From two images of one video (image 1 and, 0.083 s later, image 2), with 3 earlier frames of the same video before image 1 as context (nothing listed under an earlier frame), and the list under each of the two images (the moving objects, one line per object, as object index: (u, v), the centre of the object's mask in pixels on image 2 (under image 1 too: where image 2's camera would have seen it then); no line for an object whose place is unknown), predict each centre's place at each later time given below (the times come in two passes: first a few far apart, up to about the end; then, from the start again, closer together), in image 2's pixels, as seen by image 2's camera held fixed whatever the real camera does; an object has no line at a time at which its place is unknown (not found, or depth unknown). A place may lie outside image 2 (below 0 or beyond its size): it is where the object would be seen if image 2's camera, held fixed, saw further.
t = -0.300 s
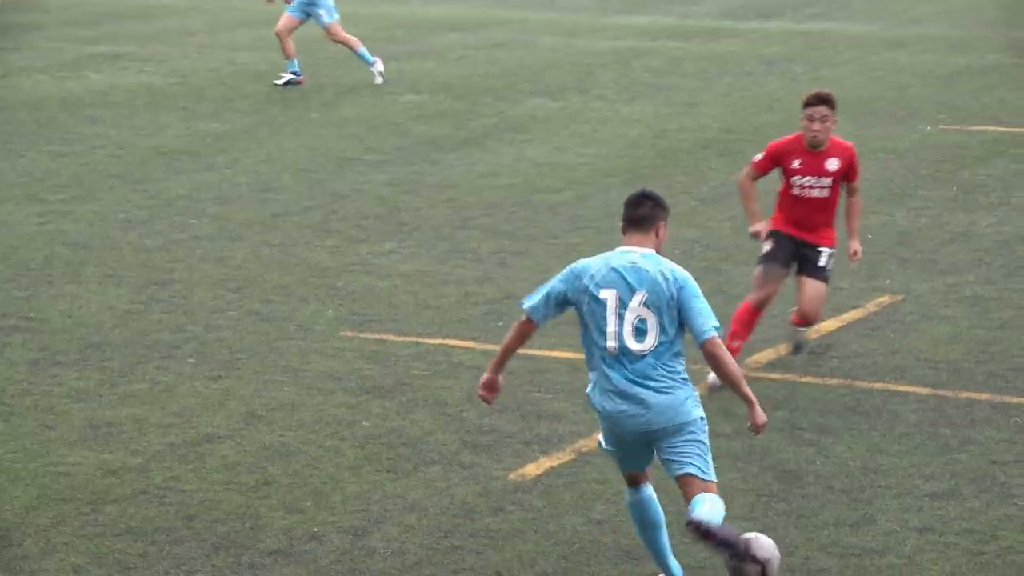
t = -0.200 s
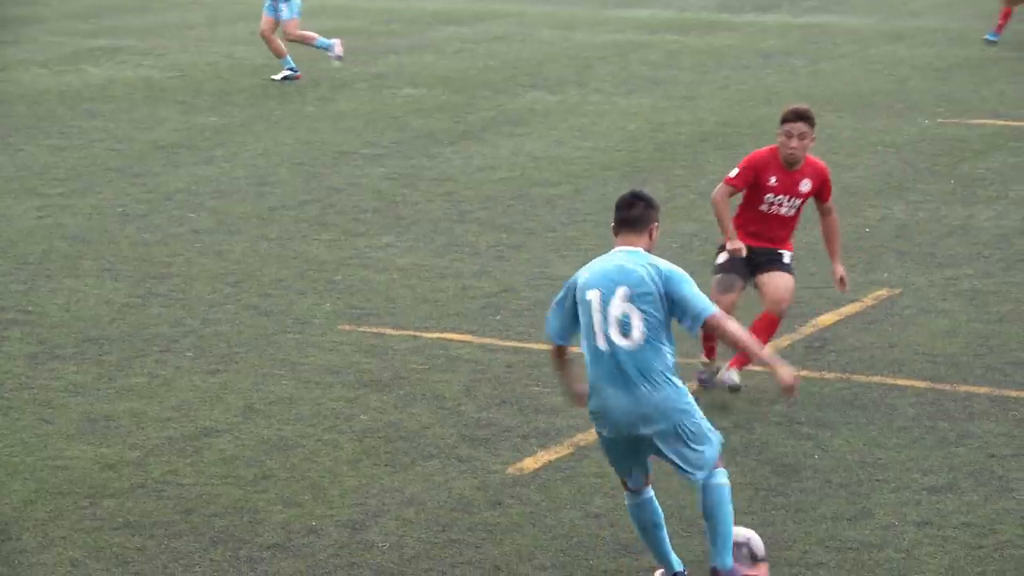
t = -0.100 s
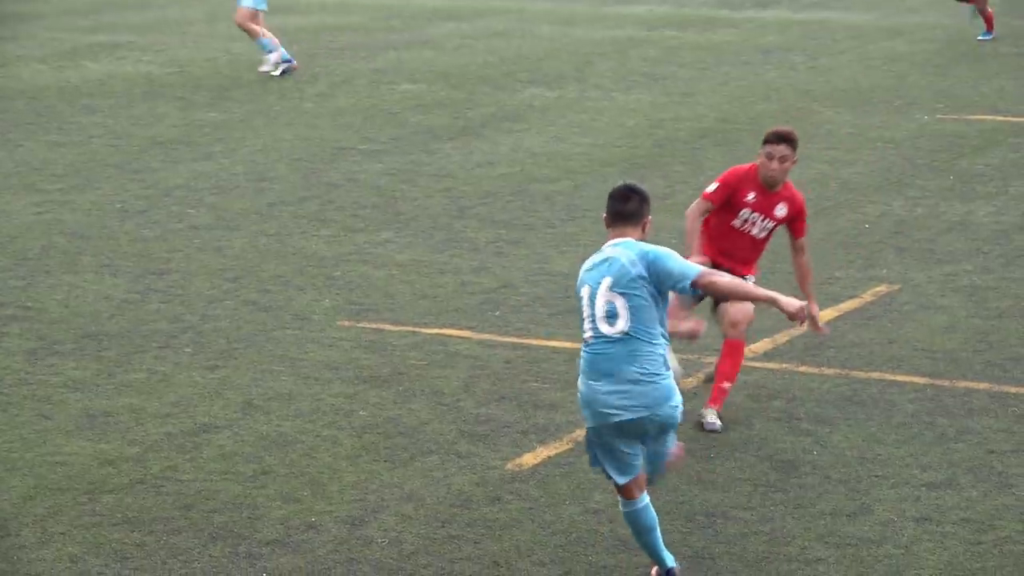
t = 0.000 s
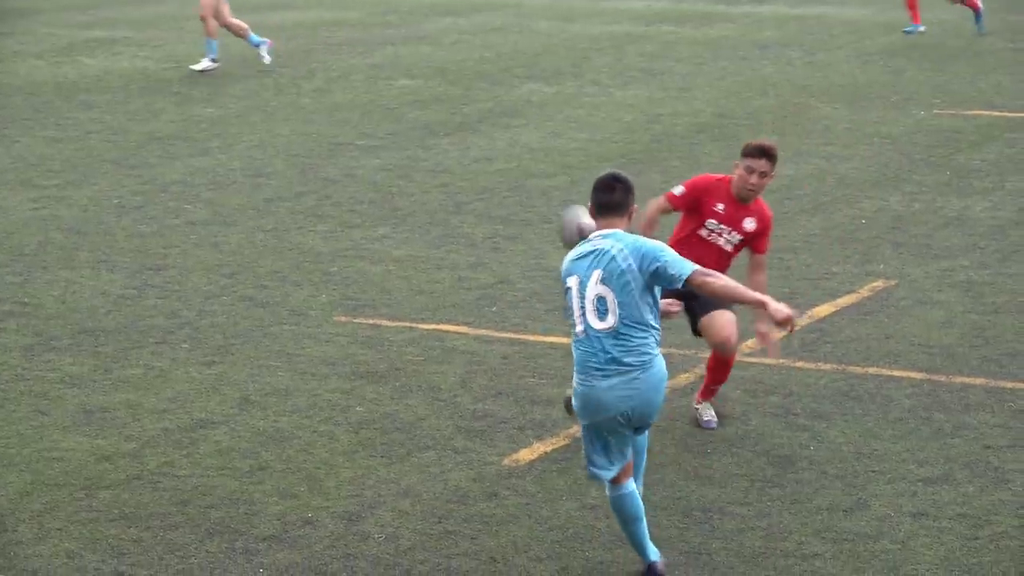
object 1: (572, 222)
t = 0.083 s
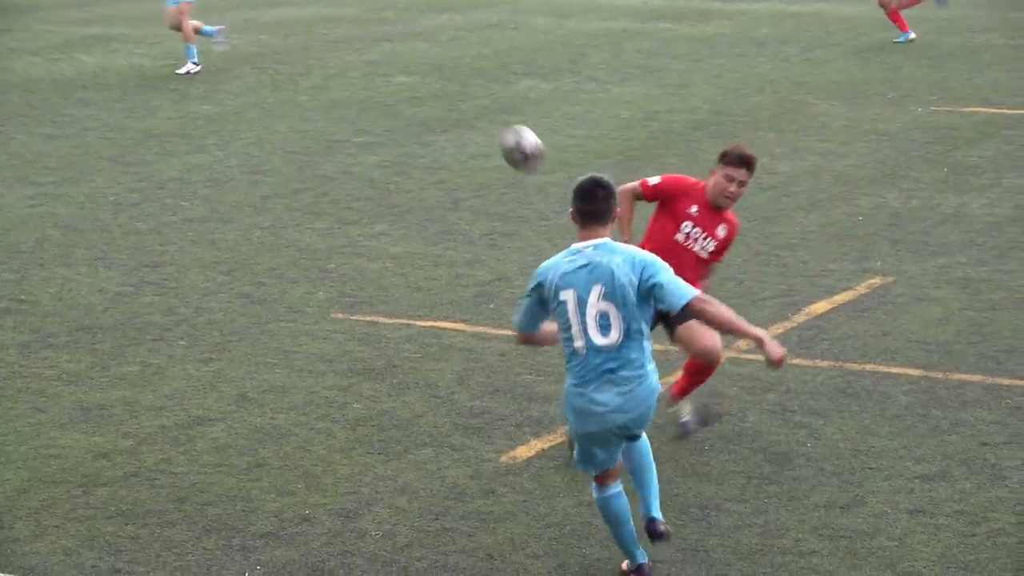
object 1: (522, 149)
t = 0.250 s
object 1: (424, 49)
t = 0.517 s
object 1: (287, 1)
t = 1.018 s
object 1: (87, 25)
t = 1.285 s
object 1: (13, -31)
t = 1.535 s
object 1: (-50, -12)
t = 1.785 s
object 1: (-107, 2)
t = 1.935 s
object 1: (-140, -15)
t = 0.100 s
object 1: (510, 134)
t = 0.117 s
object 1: (502, 123)
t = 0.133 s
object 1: (492, 111)
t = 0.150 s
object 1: (481, 100)
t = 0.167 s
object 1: (471, 90)
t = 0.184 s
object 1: (462, 81)
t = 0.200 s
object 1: (452, 71)
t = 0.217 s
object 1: (442, 64)
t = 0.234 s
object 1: (433, 56)
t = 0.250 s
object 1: (424, 49)
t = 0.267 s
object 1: (414, 43)
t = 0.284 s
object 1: (406, 37)
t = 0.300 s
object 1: (396, 31)
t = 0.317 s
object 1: (387, 26)
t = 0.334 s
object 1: (379, 21)
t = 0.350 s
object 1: (370, 17)
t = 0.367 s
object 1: (361, 14)
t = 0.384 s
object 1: (352, 11)
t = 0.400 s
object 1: (344, 9)
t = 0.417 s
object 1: (336, 6)
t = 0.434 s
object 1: (328, 4)
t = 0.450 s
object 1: (319, 3)
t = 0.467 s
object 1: (312, 2)
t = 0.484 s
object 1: (304, 1)
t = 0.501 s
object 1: (296, 1)
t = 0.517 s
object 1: (287, 1)
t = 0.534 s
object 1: (279, 1)
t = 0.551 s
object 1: (271, 2)
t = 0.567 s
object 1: (264, 4)
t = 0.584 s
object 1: (256, 5)
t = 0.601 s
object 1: (249, 7)
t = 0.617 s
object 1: (242, 8)
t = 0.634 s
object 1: (235, 11)
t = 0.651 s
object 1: (228, 13)
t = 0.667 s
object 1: (220, 16)
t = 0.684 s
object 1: (213, 18)
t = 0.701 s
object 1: (205, 21)
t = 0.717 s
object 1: (199, 25)
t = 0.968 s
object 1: (102, 46)
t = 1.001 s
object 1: (92, 32)
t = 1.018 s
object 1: (87, 25)
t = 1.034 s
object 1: (83, 20)
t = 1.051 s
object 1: (78, 14)
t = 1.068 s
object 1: (72, 8)
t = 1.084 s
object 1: (68, 3)
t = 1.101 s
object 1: (64, -1)
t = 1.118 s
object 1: (58, -6)
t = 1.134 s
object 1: (54, -10)
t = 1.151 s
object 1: (50, -13)
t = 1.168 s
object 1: (45, -16)
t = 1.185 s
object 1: (41, -20)
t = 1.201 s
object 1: (36, -22)
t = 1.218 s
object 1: (31, -25)
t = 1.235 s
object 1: (27, -27)
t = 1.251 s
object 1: (22, -28)
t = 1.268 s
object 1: (18, -30)
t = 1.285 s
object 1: (13, -31)
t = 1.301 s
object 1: (9, -32)
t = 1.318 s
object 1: (5, -32)
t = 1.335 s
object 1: (0, -32)
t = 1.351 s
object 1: (-3, -32)
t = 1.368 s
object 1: (-9, -32)
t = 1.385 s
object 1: (-13, -31)
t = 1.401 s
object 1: (-18, -30)
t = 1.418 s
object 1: (-21, -29)
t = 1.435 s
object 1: (-25, -27)
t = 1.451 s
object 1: (-29, -25)
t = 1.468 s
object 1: (-34, -23)
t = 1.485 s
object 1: (-38, -21)
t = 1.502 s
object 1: (-41, -19)
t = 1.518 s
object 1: (-45, -15)
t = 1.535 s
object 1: (-50, -12)
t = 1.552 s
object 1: (-53, -9)
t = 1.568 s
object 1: (-58, -6)
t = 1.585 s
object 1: (-60, -1)
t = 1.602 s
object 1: (-63, 3)
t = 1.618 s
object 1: (-69, 8)
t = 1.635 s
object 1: (-71, 12)
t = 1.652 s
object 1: (-75, 17)
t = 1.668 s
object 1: (-79, 23)
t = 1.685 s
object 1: (-83, 25)
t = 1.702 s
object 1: (-87, 21)
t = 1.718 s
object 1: (-92, 16)
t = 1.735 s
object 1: (-95, 12)
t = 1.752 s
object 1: (-99, 8)
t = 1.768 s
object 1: (-102, 5)
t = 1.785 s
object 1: (-107, 2)
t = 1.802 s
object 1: (-111, -2)
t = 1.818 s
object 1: (-114, -4)
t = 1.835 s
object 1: (-118, -7)
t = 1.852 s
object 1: (-122, -9)
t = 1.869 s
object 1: (-125, -10)
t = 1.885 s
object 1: (-129, -12)
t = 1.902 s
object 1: (-133, -13)
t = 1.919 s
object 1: (-136, -14)
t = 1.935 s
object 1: (-140, -15)
